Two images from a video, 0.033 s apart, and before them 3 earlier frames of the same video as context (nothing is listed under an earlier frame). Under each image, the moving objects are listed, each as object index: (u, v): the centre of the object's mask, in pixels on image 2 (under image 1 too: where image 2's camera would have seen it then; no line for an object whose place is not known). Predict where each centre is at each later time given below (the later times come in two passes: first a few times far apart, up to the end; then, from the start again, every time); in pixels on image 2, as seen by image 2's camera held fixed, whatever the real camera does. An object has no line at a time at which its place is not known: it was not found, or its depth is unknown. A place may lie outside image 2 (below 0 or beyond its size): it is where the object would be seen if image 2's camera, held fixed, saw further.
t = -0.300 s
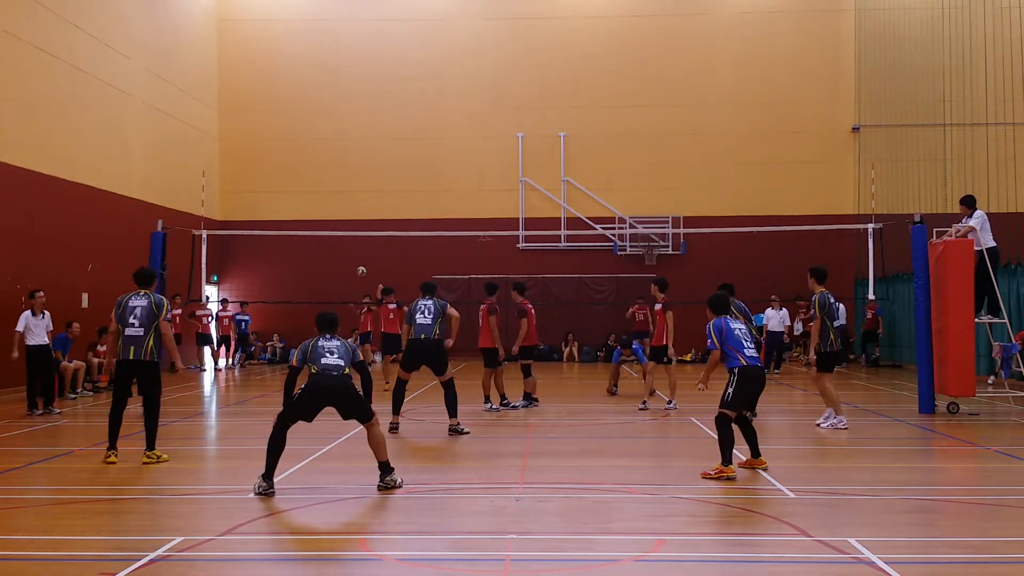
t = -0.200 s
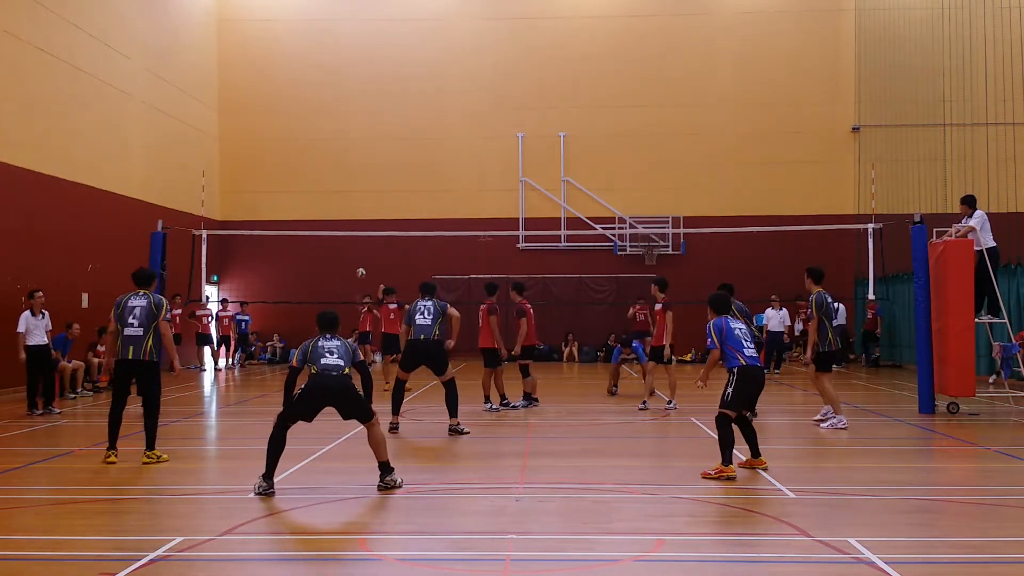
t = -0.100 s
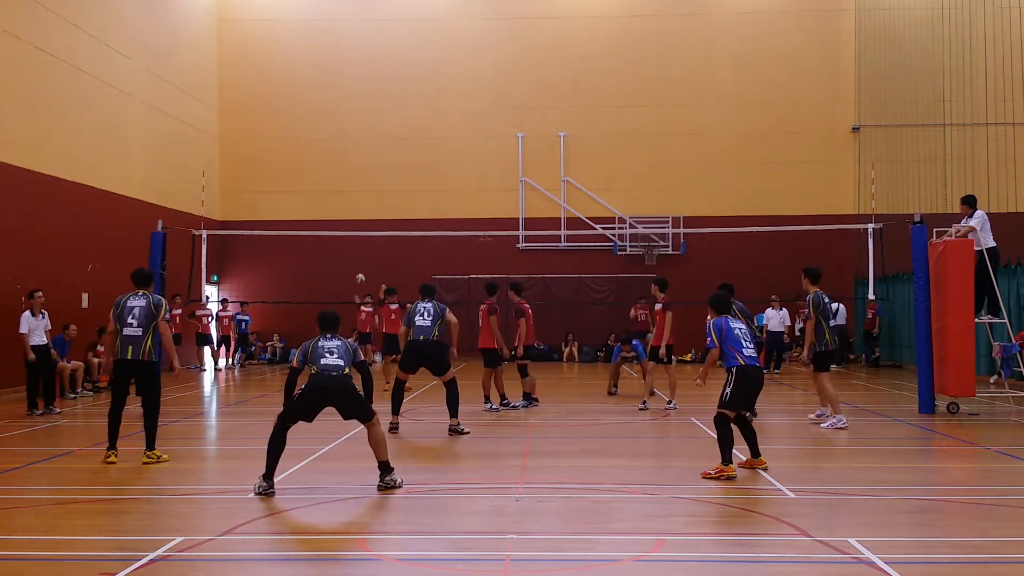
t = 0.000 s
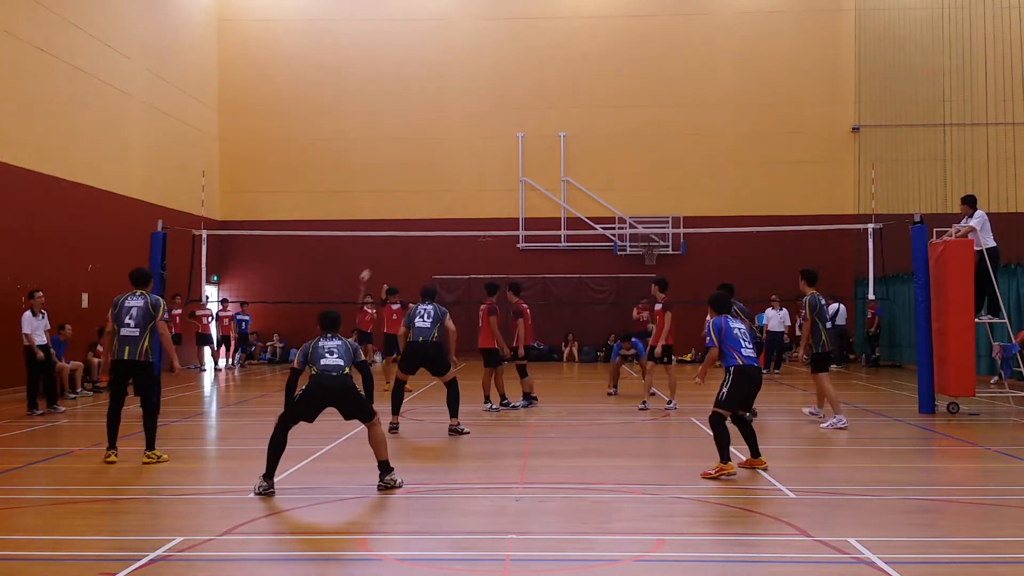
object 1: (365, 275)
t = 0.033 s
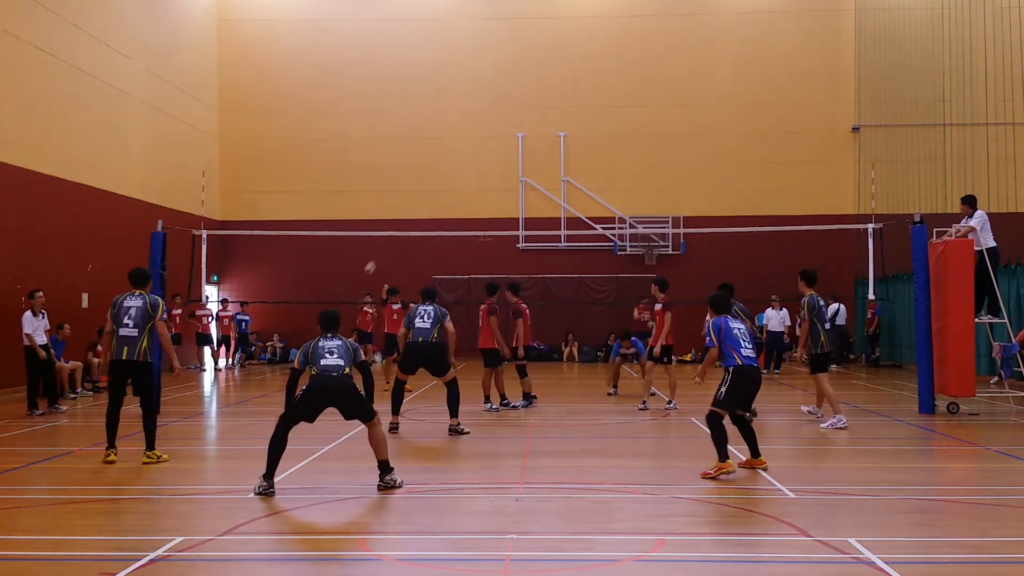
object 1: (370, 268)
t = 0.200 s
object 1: (401, 229)
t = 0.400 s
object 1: (450, 202)
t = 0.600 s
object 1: (519, 191)
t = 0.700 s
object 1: (561, 195)
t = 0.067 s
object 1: (375, 260)
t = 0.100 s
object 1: (381, 253)
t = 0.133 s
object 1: (386, 246)
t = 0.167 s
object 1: (392, 240)
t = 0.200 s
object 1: (401, 229)
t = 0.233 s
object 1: (407, 225)
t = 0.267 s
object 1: (414, 220)
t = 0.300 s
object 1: (423, 215)
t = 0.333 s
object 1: (431, 210)
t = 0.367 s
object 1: (440, 206)
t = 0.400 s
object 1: (450, 202)
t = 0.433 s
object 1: (460, 199)
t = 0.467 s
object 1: (471, 196)
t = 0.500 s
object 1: (482, 193)
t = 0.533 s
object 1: (493, 192)
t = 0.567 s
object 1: (505, 191)
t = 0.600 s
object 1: (519, 191)
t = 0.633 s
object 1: (532, 192)
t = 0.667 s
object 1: (547, 193)
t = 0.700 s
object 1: (561, 195)
